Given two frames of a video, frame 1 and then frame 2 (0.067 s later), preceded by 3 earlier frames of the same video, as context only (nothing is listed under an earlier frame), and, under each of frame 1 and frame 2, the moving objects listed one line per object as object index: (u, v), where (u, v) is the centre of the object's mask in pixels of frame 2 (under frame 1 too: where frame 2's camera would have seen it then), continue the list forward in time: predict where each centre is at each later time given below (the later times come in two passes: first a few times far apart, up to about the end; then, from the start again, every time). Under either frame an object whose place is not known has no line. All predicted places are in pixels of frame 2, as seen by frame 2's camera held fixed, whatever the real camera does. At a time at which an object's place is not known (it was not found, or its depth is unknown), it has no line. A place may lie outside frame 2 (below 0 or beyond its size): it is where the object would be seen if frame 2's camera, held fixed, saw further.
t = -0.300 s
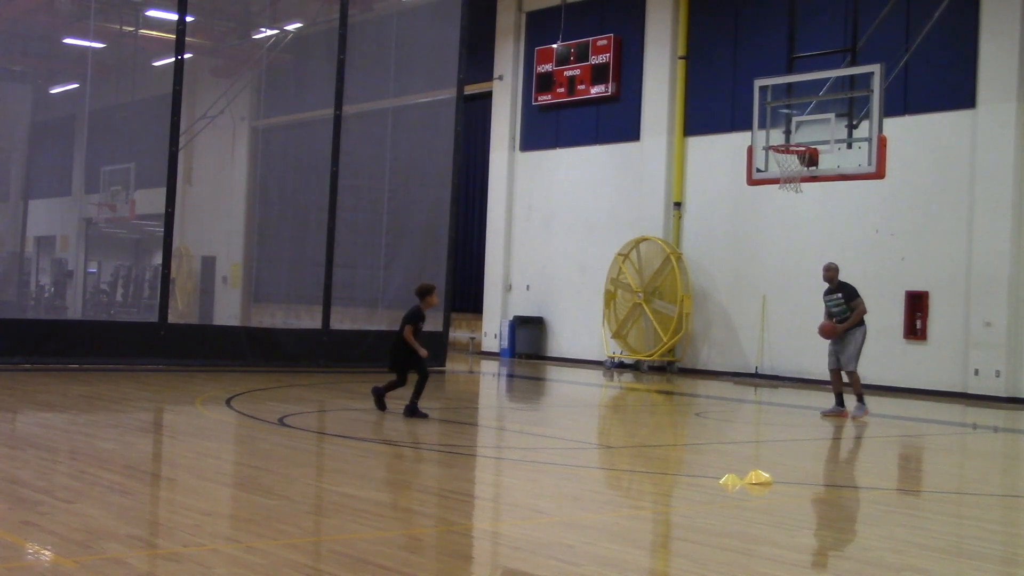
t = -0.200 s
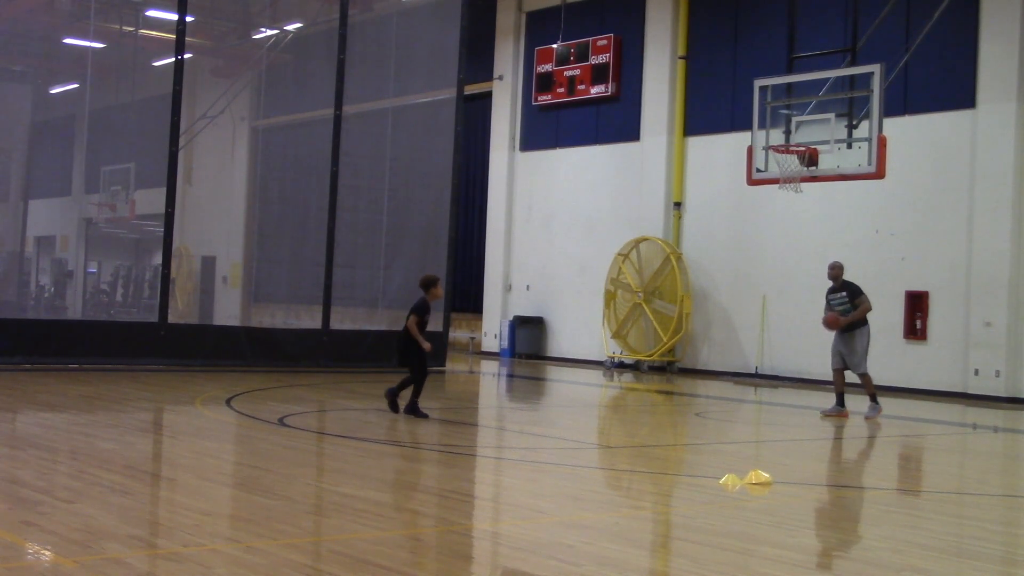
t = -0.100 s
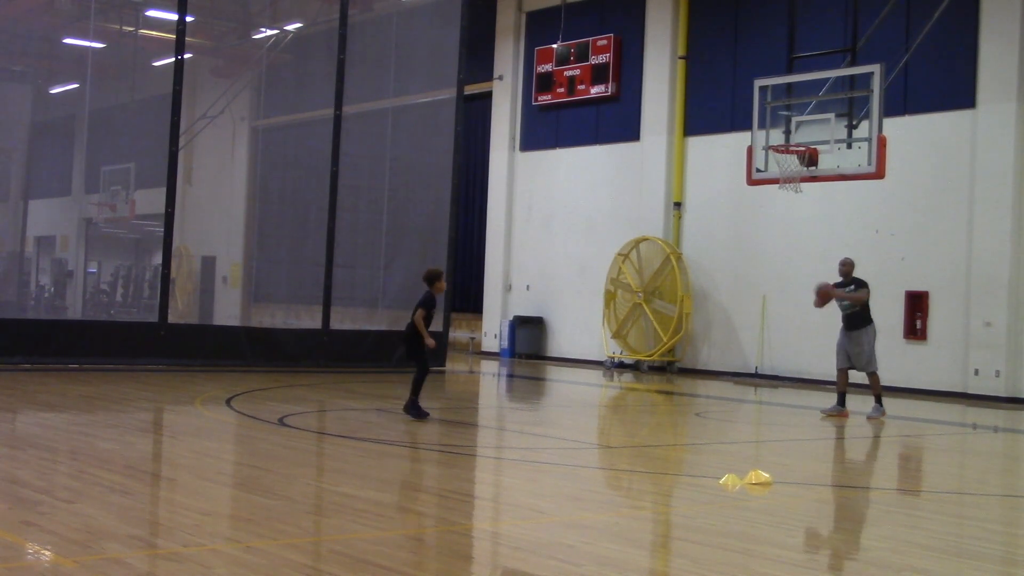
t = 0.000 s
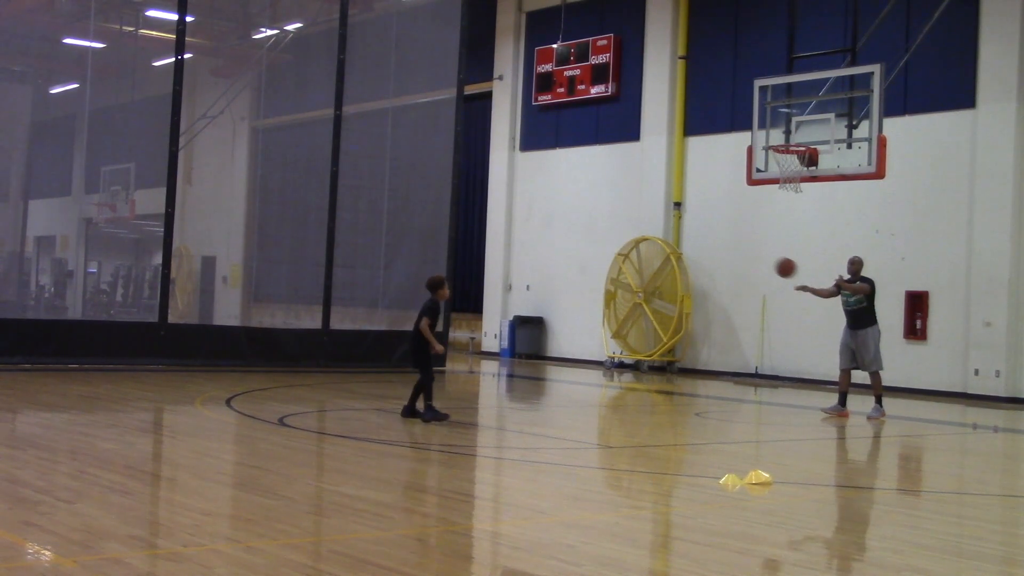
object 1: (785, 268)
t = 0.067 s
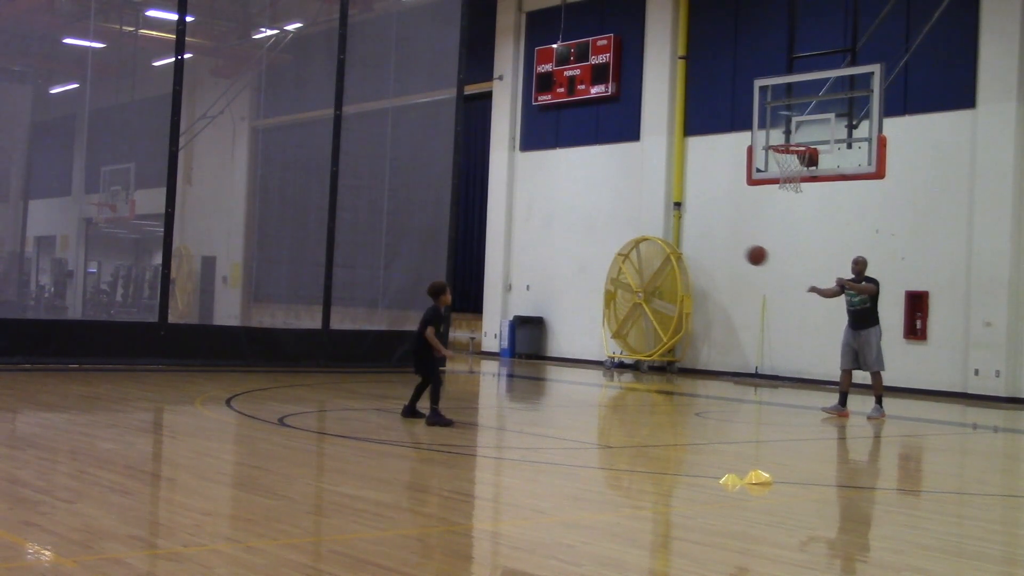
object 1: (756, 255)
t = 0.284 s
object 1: (654, 240)
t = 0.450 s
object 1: (565, 258)
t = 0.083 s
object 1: (749, 253)
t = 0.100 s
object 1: (741, 250)
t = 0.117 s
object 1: (734, 248)
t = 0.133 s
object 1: (726, 246)
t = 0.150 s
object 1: (718, 245)
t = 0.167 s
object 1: (710, 243)
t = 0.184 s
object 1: (703, 242)
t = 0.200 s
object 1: (694, 241)
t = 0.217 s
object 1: (687, 240)
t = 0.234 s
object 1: (678, 240)
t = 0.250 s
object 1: (671, 240)
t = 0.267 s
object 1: (661, 240)
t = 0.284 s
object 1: (654, 240)
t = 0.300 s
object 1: (645, 240)
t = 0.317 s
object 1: (637, 241)
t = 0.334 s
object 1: (628, 243)
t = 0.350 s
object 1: (619, 244)
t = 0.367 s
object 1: (610, 245)
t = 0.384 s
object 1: (602, 247)
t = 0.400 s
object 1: (593, 250)
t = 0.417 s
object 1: (584, 252)
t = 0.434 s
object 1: (575, 255)
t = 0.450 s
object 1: (565, 258)
